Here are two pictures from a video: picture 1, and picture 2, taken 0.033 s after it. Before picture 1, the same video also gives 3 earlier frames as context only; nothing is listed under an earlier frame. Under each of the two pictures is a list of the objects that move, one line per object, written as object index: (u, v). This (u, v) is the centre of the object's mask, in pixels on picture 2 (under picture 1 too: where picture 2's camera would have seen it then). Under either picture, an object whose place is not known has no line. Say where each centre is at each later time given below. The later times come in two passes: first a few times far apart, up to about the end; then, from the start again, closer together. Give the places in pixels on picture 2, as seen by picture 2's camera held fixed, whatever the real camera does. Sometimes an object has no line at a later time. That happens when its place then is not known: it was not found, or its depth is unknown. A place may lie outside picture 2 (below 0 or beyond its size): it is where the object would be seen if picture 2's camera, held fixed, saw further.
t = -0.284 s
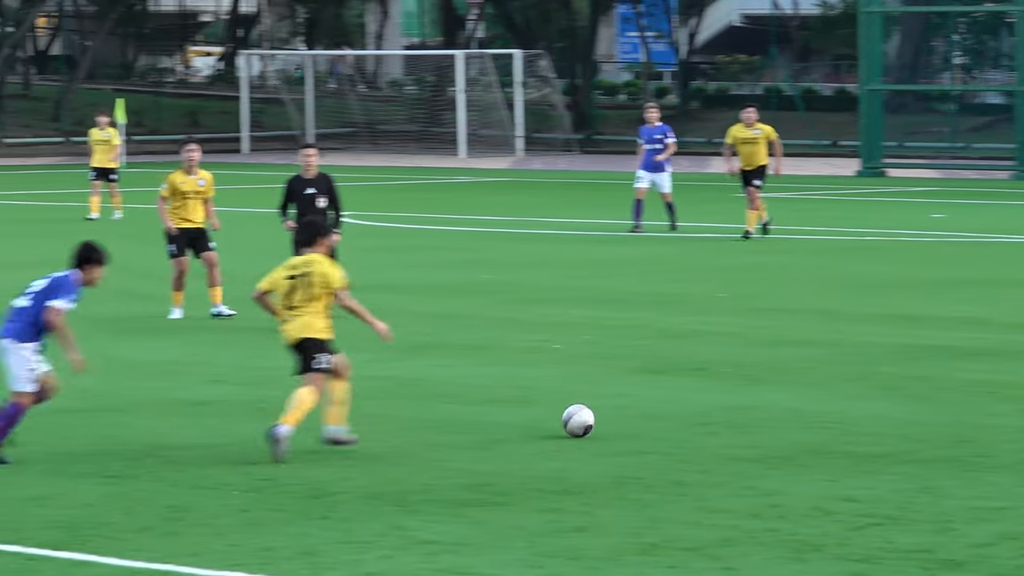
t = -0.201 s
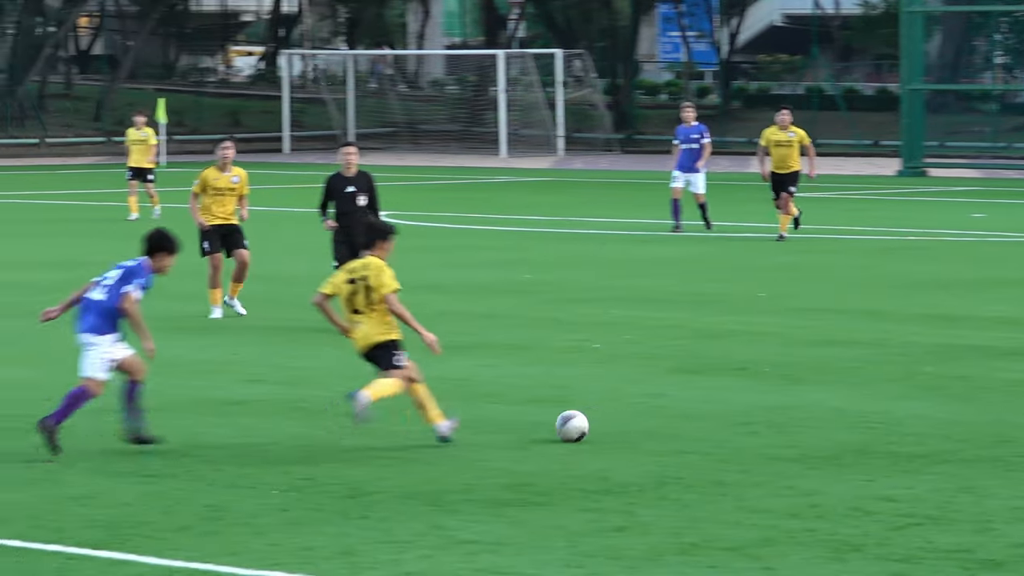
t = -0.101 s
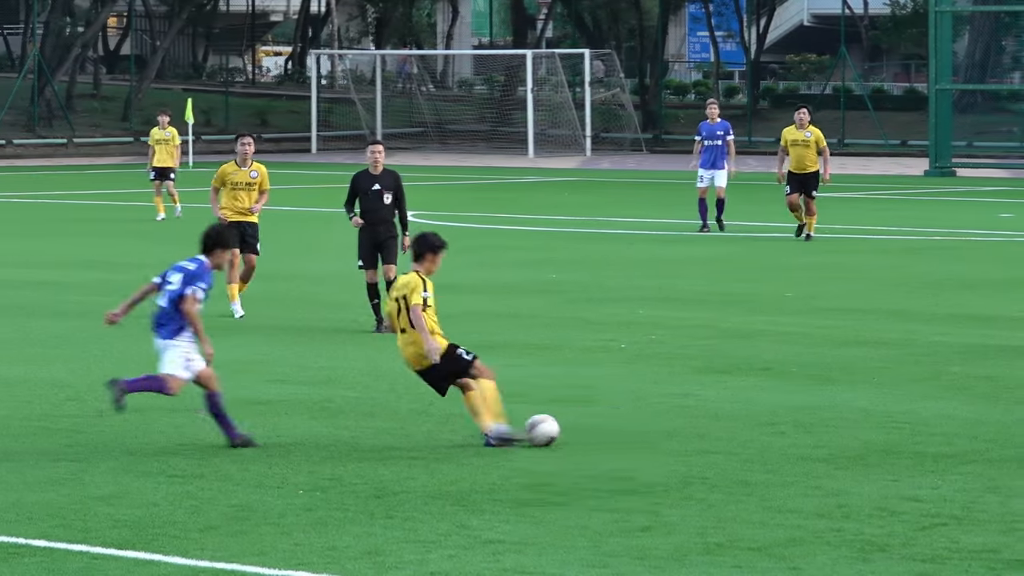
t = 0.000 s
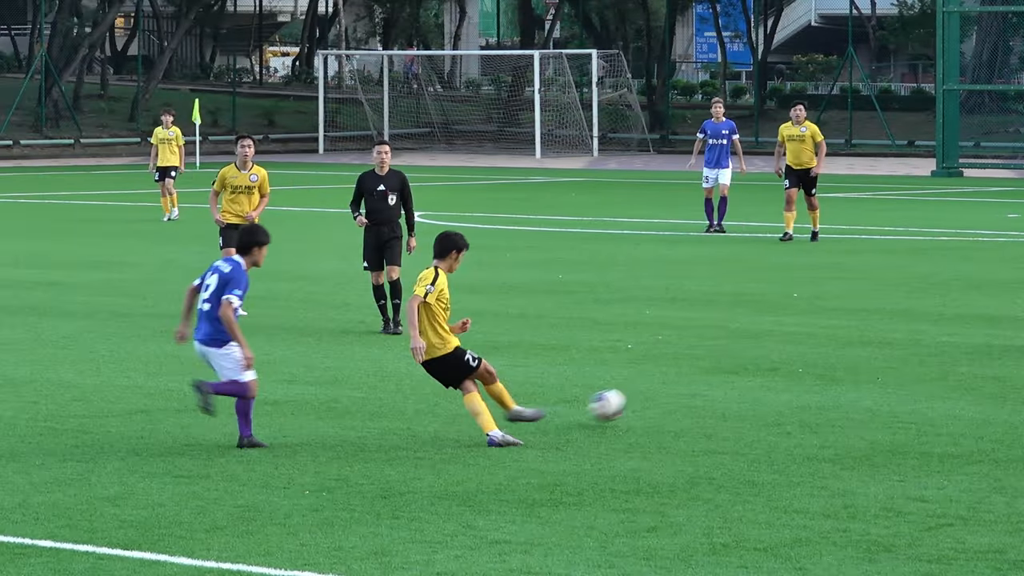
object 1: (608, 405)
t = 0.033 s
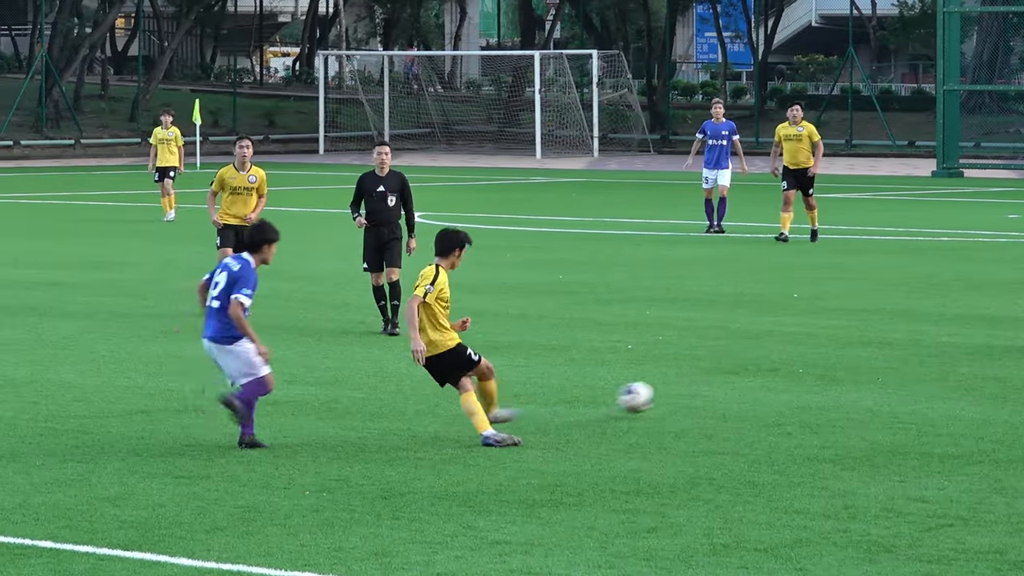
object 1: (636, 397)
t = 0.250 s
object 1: (768, 358)
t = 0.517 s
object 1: (863, 327)
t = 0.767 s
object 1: (918, 296)
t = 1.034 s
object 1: (957, 287)
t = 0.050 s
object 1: (649, 393)
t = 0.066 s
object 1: (662, 390)
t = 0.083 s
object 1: (674, 387)
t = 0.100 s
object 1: (685, 385)
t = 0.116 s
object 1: (696, 383)
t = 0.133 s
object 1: (707, 381)
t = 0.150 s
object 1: (717, 379)
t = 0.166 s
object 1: (726, 376)
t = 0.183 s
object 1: (735, 372)
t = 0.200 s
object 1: (743, 368)
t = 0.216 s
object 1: (751, 364)
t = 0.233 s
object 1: (760, 361)
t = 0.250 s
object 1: (768, 358)
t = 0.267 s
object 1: (776, 355)
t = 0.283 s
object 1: (784, 353)
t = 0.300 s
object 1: (791, 352)
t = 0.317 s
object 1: (798, 350)
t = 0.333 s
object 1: (805, 349)
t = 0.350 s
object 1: (811, 347)
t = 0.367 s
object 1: (817, 343)
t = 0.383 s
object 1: (823, 340)
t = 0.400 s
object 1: (828, 337)
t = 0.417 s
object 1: (833, 334)
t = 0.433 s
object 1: (839, 332)
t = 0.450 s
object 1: (844, 331)
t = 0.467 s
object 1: (849, 329)
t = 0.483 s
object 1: (854, 329)
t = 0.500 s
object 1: (859, 328)
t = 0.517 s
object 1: (863, 327)
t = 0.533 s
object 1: (868, 325)
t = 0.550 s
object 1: (872, 322)
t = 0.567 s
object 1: (877, 320)
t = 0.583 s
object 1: (881, 318)
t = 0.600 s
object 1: (885, 316)
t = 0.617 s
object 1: (889, 315)
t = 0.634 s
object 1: (893, 314)
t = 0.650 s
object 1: (896, 314)
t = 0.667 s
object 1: (899, 314)
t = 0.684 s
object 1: (903, 311)
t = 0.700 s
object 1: (906, 307)
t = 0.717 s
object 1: (910, 303)
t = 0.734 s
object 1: (912, 300)
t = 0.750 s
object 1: (915, 298)
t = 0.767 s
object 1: (918, 296)
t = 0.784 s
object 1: (921, 295)
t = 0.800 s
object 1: (924, 293)
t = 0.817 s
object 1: (927, 292)
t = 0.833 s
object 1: (930, 292)
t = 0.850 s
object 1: (932, 291)
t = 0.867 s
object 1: (935, 292)
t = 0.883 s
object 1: (938, 292)
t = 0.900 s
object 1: (940, 293)
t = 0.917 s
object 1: (943, 294)
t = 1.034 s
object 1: (957, 287)
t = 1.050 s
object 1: (959, 286)
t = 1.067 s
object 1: (960, 286)
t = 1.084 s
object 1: (961, 286)
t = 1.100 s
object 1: (962, 286)
